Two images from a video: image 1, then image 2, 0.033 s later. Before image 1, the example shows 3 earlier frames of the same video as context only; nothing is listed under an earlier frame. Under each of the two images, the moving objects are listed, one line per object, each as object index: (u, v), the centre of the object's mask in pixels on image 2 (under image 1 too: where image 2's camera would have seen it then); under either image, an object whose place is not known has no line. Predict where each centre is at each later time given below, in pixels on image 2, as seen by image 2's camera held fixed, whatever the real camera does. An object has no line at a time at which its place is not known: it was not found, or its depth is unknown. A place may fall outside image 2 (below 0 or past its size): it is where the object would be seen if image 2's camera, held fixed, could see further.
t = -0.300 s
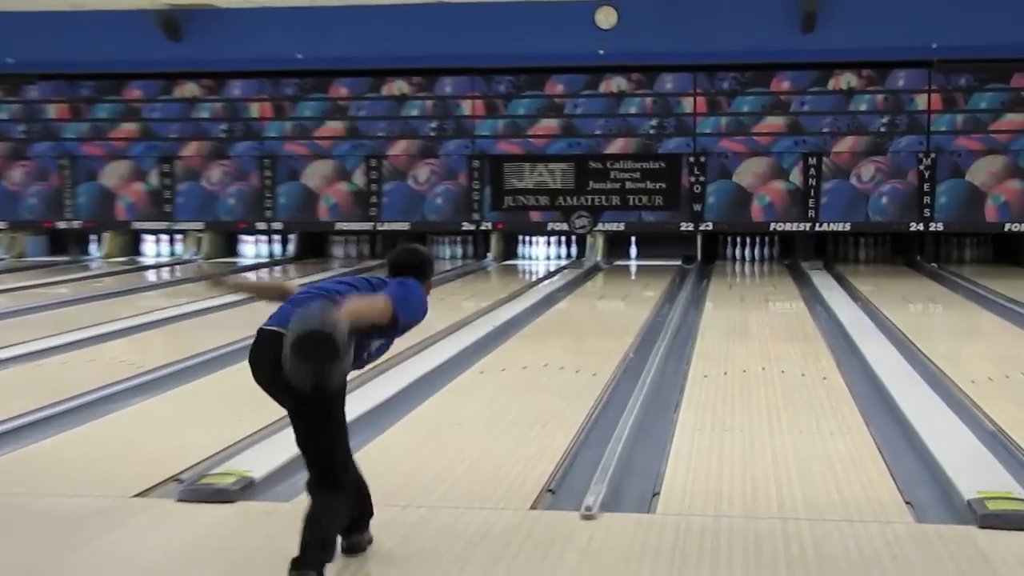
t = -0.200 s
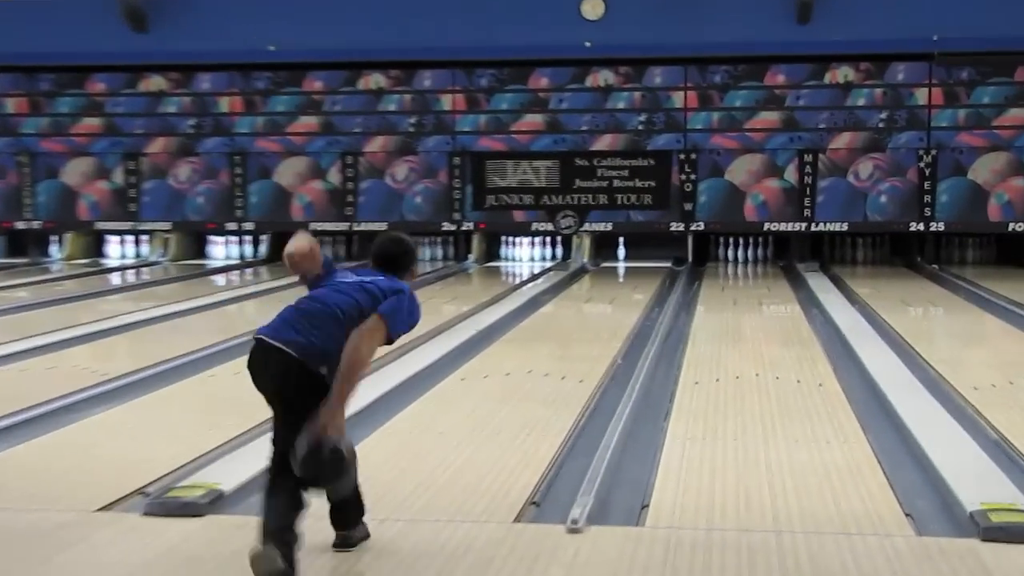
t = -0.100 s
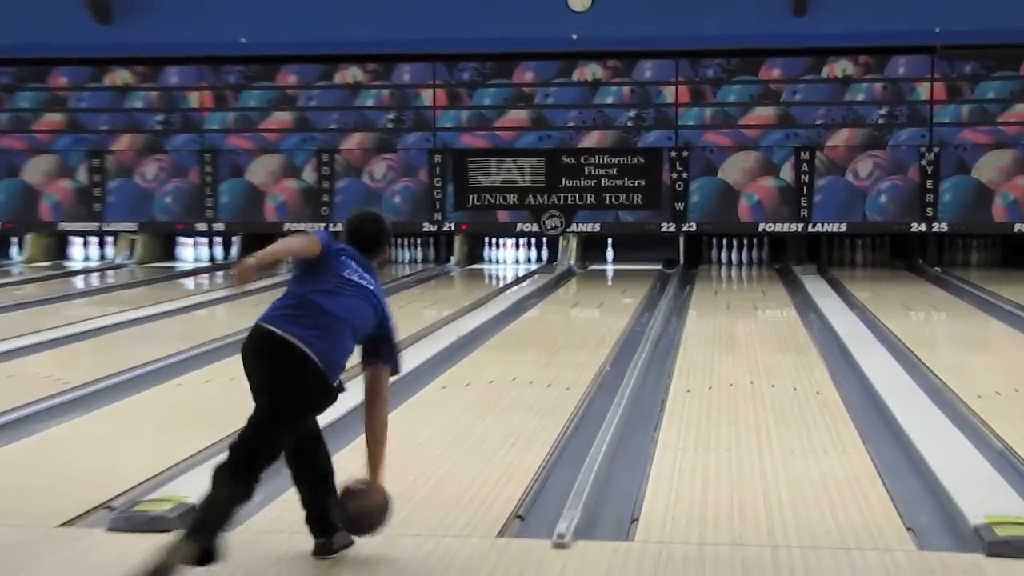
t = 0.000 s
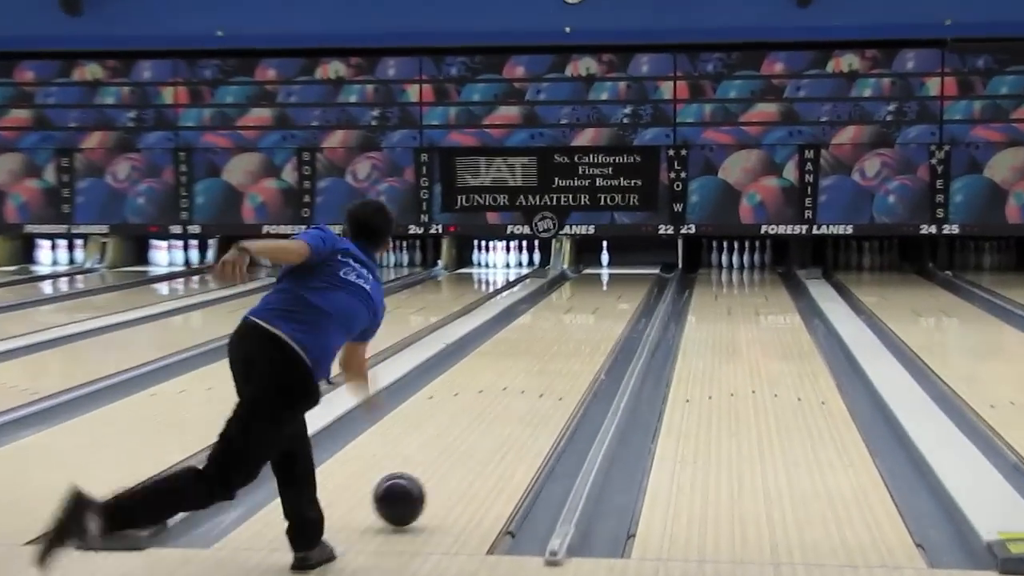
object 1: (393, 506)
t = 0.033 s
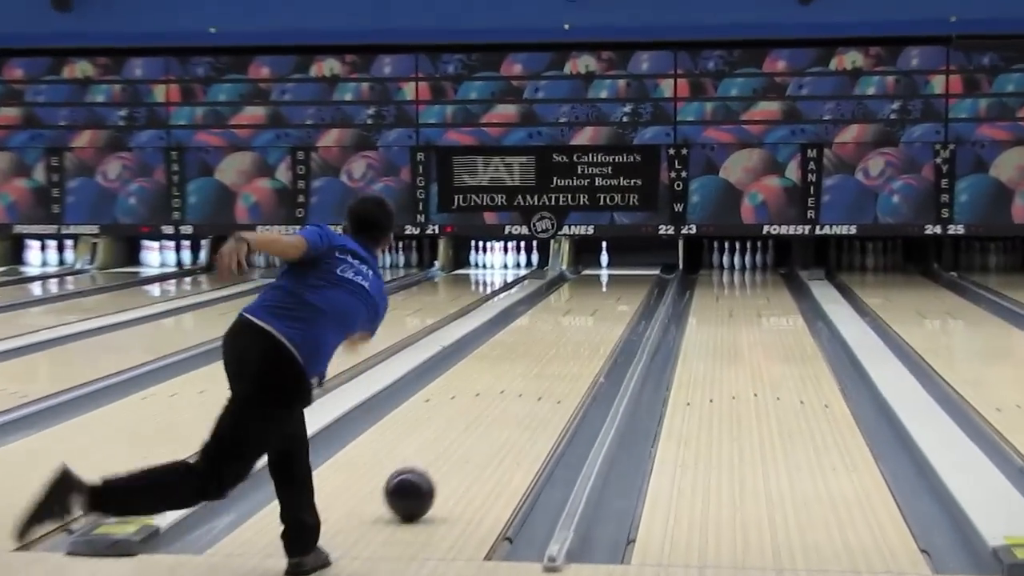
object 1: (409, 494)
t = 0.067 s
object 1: (423, 480)
